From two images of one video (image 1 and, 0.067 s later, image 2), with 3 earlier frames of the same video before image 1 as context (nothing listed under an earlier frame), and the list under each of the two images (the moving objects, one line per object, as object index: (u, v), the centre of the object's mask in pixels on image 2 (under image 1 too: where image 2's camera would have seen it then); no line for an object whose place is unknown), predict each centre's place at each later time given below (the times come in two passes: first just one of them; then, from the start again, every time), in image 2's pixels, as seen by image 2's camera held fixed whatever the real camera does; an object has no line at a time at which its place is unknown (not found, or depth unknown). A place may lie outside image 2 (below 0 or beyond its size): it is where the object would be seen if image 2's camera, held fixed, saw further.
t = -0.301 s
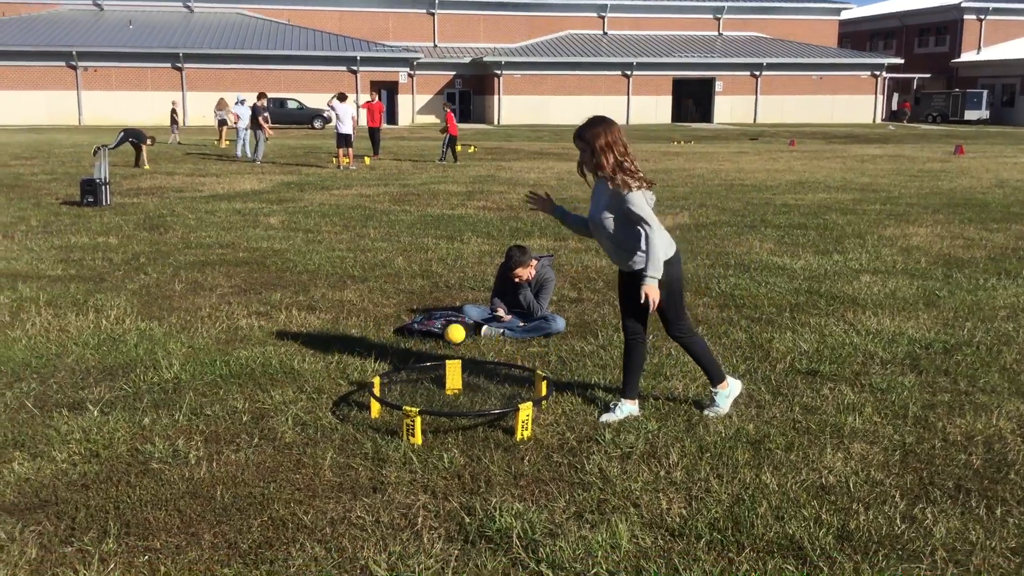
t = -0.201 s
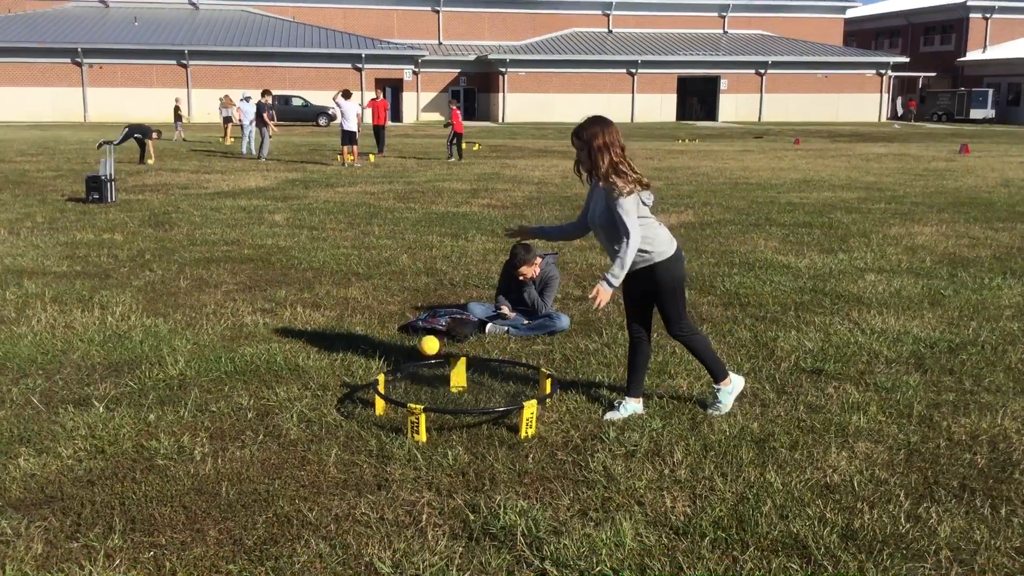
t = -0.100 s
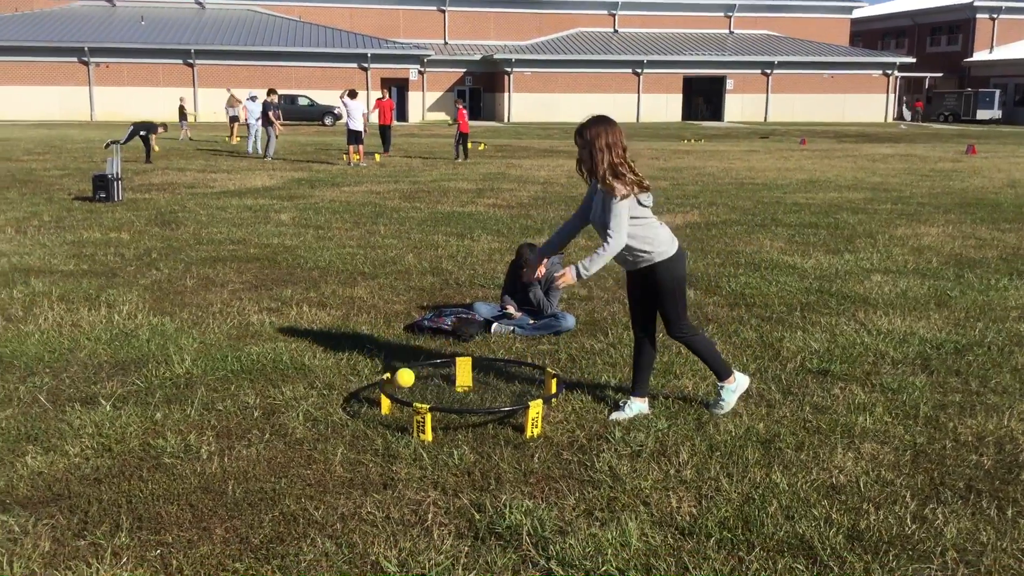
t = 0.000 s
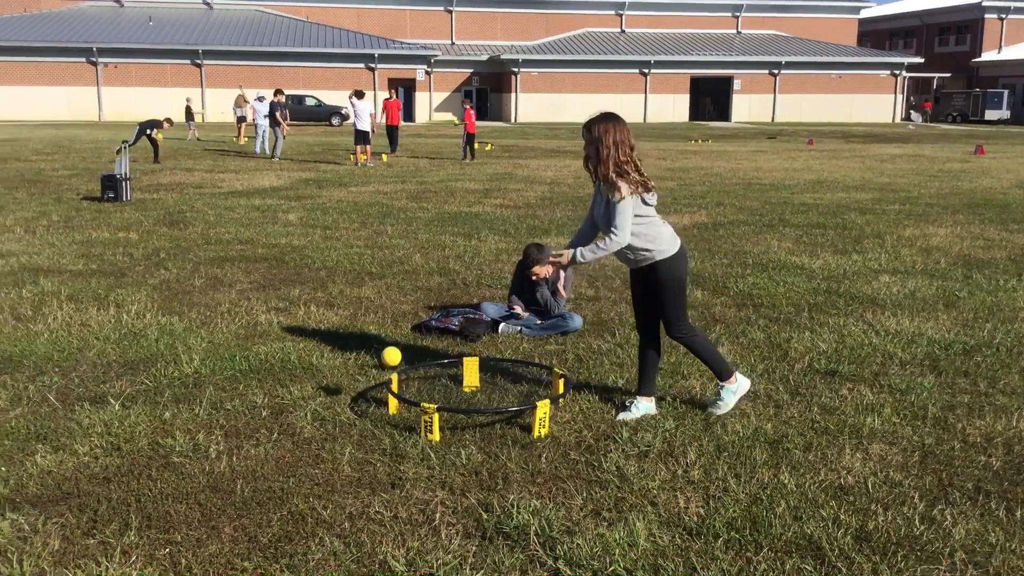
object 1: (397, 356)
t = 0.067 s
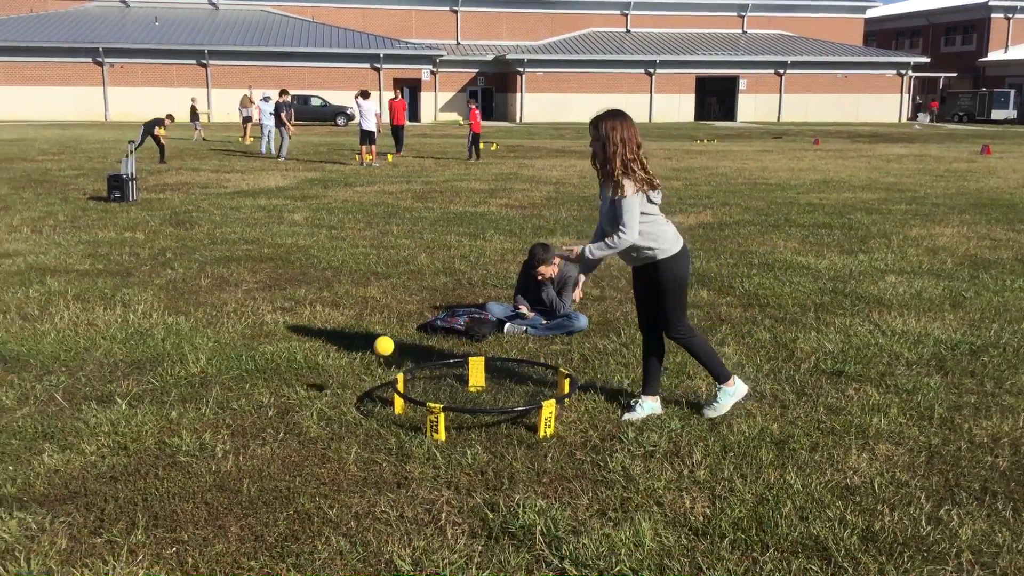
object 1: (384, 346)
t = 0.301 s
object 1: (341, 378)
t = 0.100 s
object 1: (377, 344)
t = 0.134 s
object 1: (371, 344)
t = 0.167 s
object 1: (365, 347)
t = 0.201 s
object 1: (359, 351)
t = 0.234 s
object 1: (354, 358)
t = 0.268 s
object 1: (348, 367)
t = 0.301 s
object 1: (341, 378)
